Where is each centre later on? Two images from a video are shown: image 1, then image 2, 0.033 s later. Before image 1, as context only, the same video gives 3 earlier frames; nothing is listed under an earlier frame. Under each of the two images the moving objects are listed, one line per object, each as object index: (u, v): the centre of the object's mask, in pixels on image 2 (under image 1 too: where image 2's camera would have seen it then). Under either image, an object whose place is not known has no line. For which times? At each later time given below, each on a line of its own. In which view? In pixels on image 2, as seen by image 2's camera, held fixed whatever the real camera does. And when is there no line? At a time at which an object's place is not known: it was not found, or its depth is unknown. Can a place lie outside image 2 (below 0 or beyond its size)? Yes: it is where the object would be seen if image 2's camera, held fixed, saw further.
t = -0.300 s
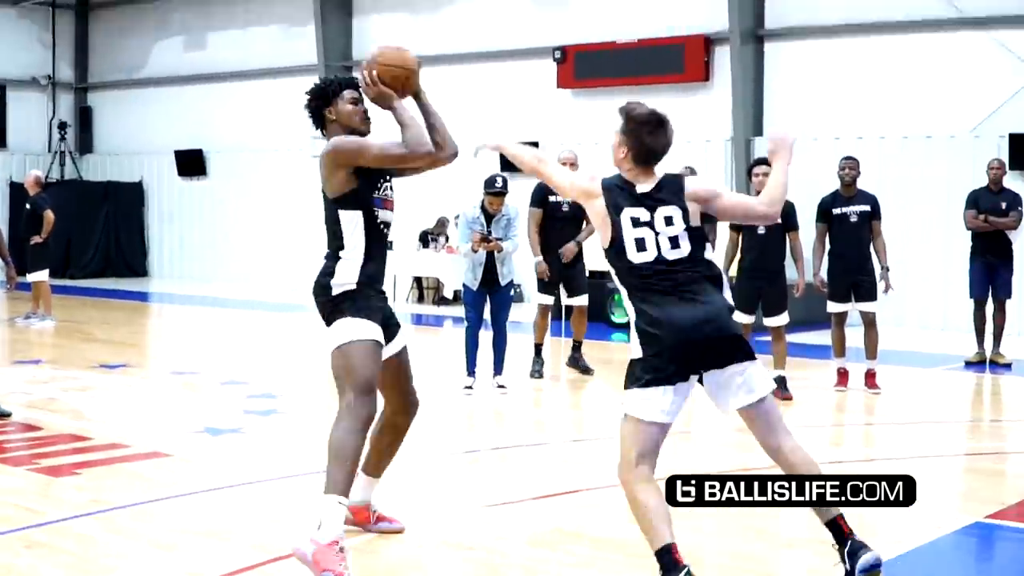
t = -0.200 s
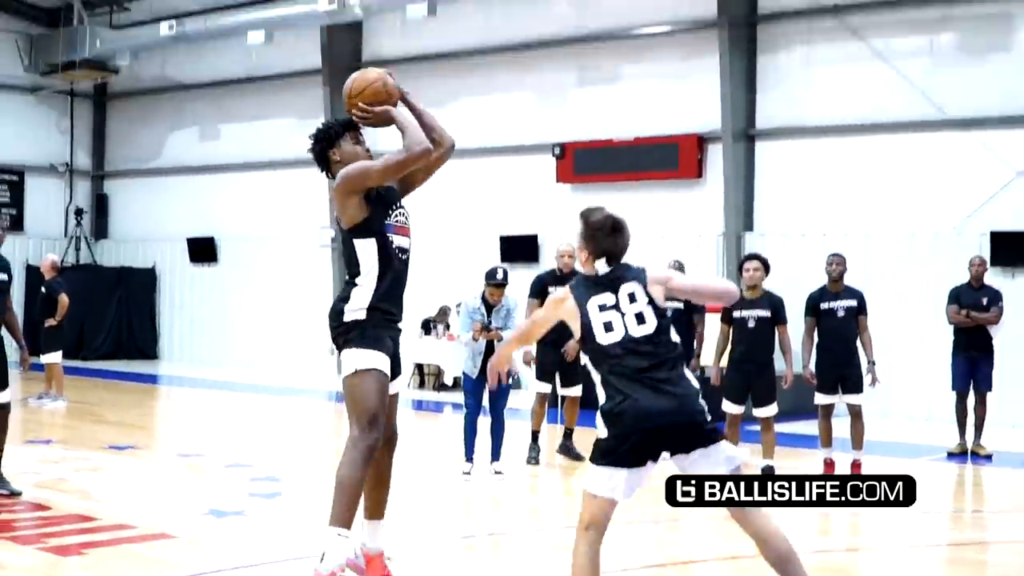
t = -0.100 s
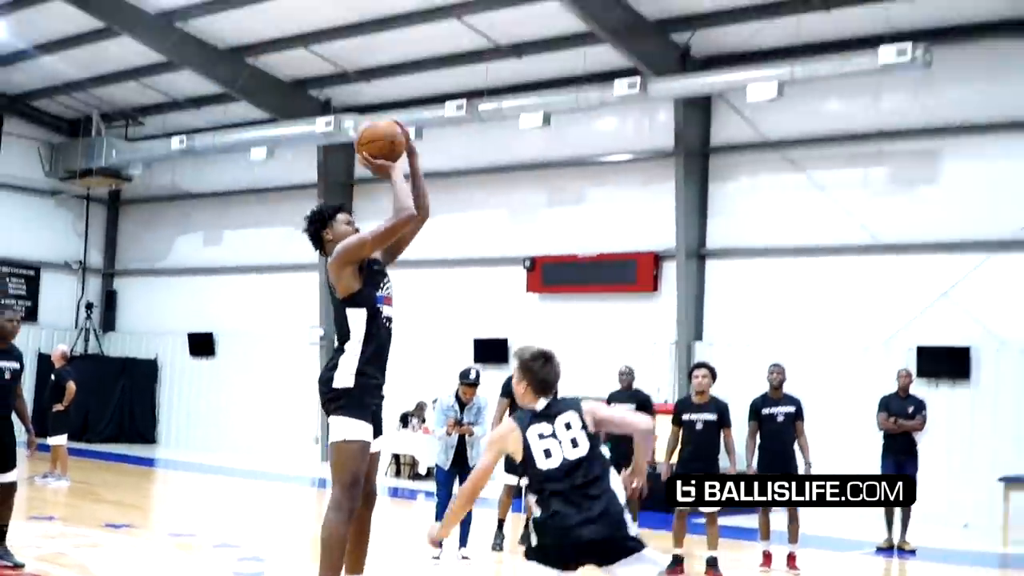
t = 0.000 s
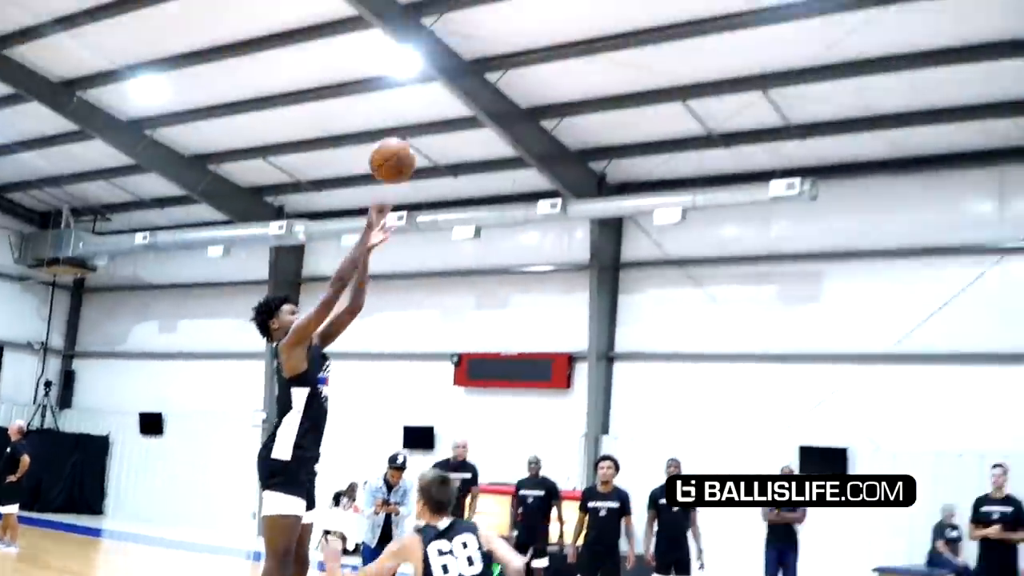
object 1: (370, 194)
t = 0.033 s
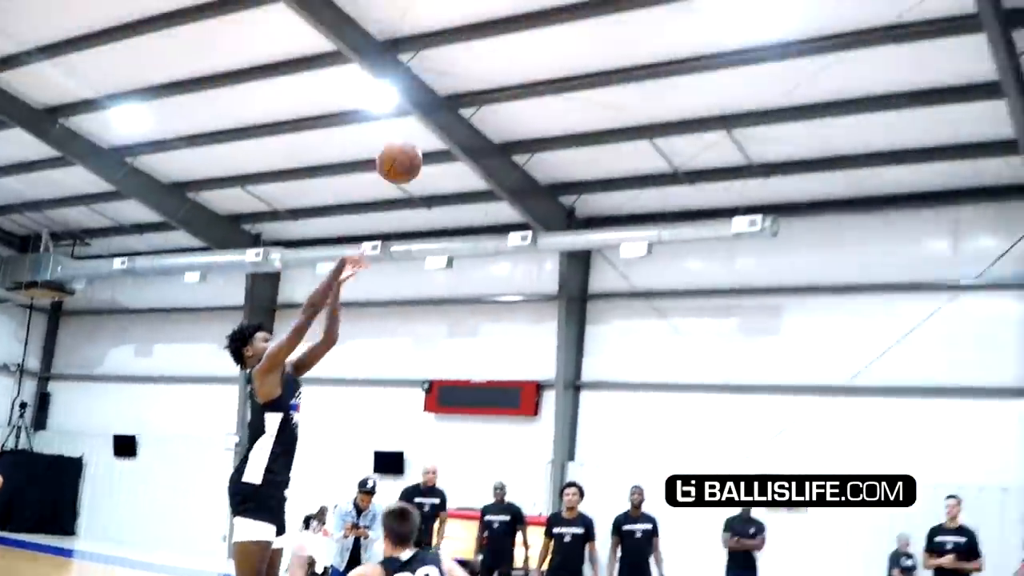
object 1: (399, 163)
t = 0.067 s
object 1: (431, 132)
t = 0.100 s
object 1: (463, 104)
